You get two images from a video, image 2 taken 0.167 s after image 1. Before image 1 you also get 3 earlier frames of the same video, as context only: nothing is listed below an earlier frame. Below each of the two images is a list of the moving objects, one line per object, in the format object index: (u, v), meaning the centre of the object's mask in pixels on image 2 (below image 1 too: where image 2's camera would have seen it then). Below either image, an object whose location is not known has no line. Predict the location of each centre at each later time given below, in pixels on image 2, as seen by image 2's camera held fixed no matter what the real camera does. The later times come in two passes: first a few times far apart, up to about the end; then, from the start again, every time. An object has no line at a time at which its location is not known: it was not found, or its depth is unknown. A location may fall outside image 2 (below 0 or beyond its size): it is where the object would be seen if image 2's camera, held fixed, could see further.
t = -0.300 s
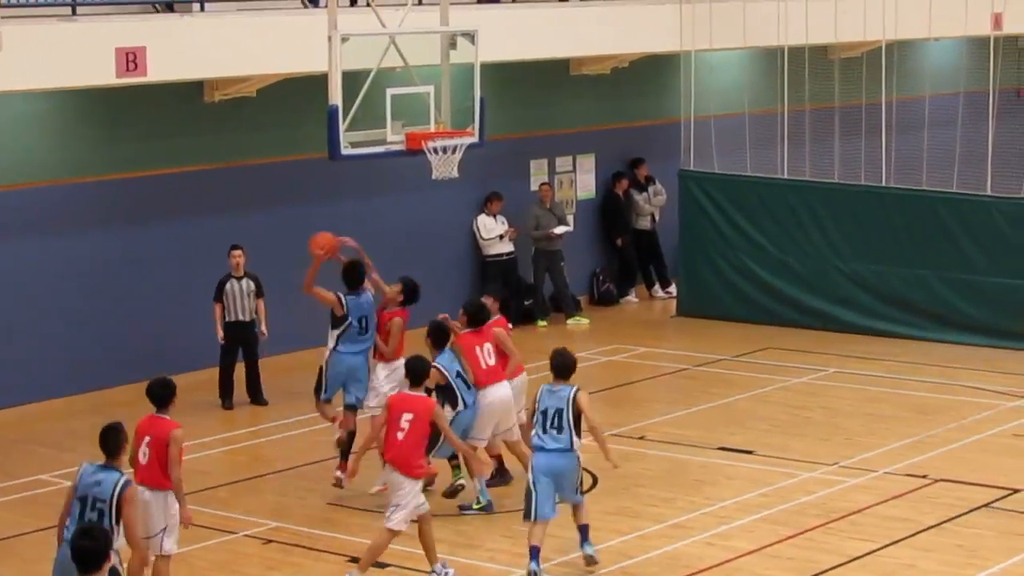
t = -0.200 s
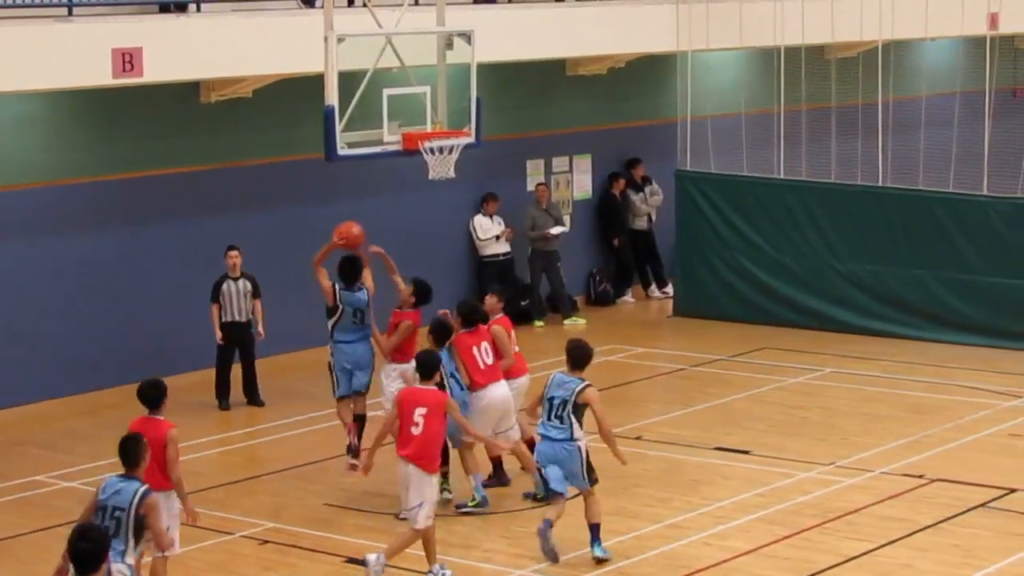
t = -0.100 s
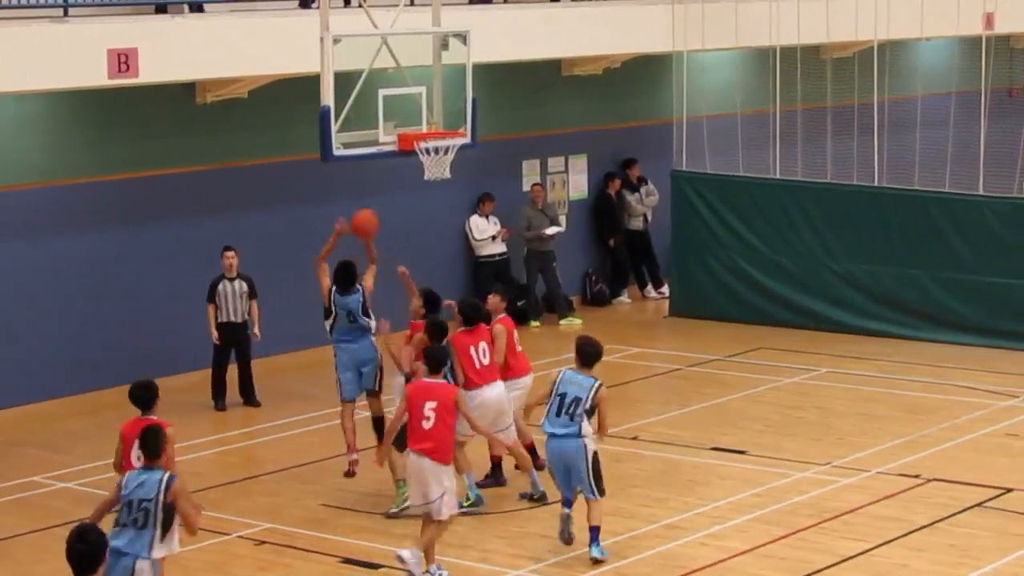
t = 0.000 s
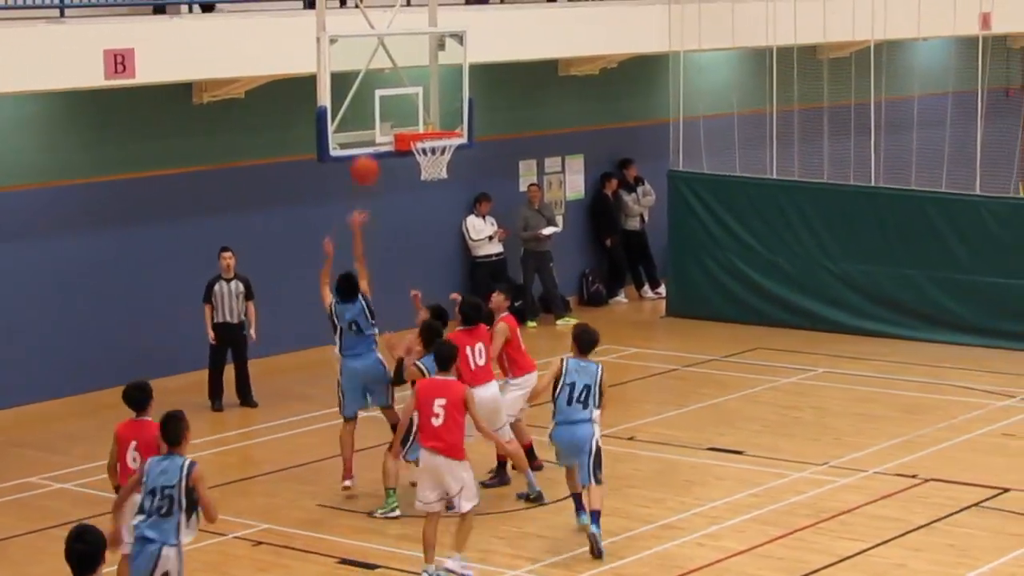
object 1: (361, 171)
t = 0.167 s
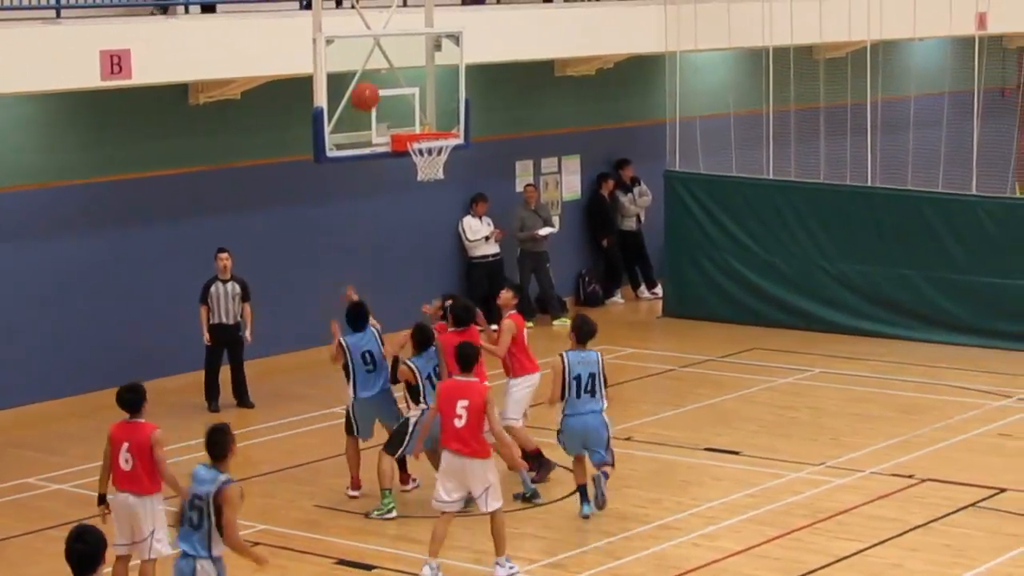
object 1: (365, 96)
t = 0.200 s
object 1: (366, 85)
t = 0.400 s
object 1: (373, 47)
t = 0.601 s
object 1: (387, 60)
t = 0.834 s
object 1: (415, 118)
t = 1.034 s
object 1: (470, 102)
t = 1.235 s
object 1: (524, 130)
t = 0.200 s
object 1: (366, 85)
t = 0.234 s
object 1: (367, 76)
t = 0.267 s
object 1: (368, 68)
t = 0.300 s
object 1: (369, 61)
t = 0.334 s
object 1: (371, 55)
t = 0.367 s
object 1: (372, 50)
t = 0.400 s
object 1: (373, 47)
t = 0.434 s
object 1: (374, 45)
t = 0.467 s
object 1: (375, 45)
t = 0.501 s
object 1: (378, 46)
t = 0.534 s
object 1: (381, 50)
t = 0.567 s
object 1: (384, 54)
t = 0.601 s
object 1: (387, 60)
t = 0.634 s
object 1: (391, 67)
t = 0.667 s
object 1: (394, 75)
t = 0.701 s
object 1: (397, 85)
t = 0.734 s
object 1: (401, 95)
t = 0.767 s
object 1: (404, 108)
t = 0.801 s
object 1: (408, 120)
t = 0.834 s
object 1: (415, 118)
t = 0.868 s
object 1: (424, 112)
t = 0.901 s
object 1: (434, 108)
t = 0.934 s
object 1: (443, 104)
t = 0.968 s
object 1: (451, 102)
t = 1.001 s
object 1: (460, 101)
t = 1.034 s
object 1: (470, 102)
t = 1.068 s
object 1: (479, 104)
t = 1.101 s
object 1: (488, 106)
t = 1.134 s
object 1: (497, 111)
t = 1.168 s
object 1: (506, 116)
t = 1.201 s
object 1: (515, 123)
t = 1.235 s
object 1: (524, 130)
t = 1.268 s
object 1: (533, 139)
